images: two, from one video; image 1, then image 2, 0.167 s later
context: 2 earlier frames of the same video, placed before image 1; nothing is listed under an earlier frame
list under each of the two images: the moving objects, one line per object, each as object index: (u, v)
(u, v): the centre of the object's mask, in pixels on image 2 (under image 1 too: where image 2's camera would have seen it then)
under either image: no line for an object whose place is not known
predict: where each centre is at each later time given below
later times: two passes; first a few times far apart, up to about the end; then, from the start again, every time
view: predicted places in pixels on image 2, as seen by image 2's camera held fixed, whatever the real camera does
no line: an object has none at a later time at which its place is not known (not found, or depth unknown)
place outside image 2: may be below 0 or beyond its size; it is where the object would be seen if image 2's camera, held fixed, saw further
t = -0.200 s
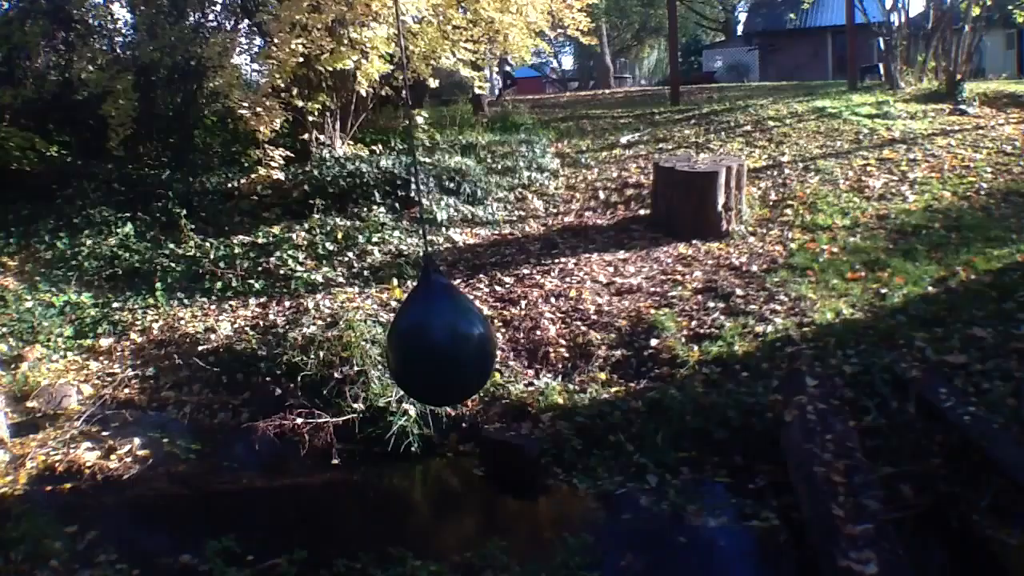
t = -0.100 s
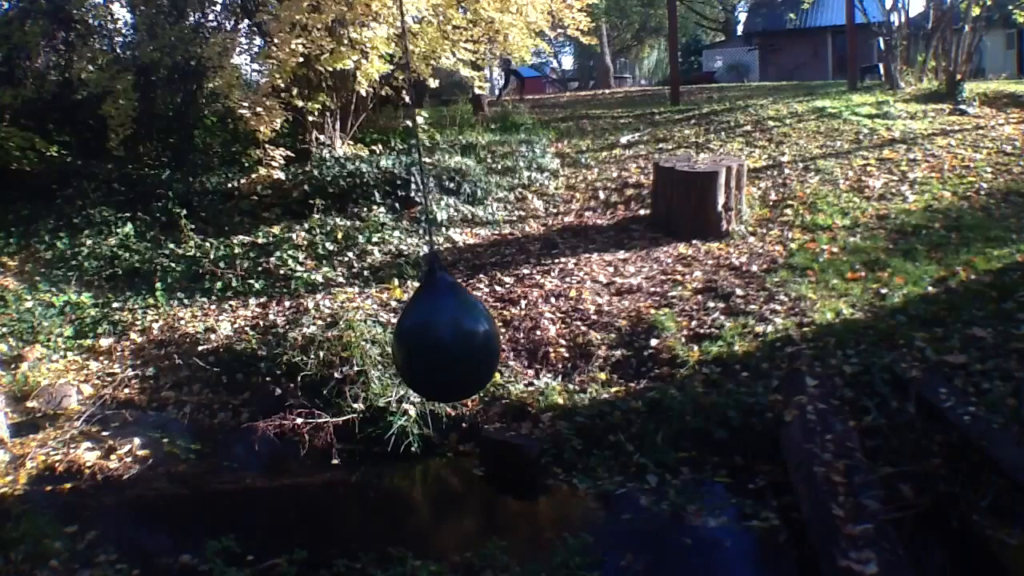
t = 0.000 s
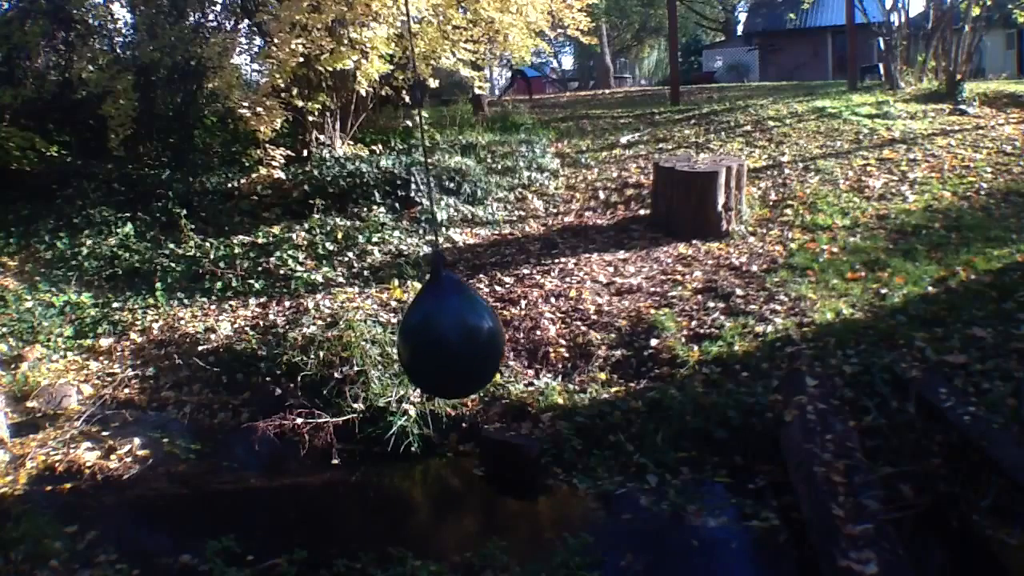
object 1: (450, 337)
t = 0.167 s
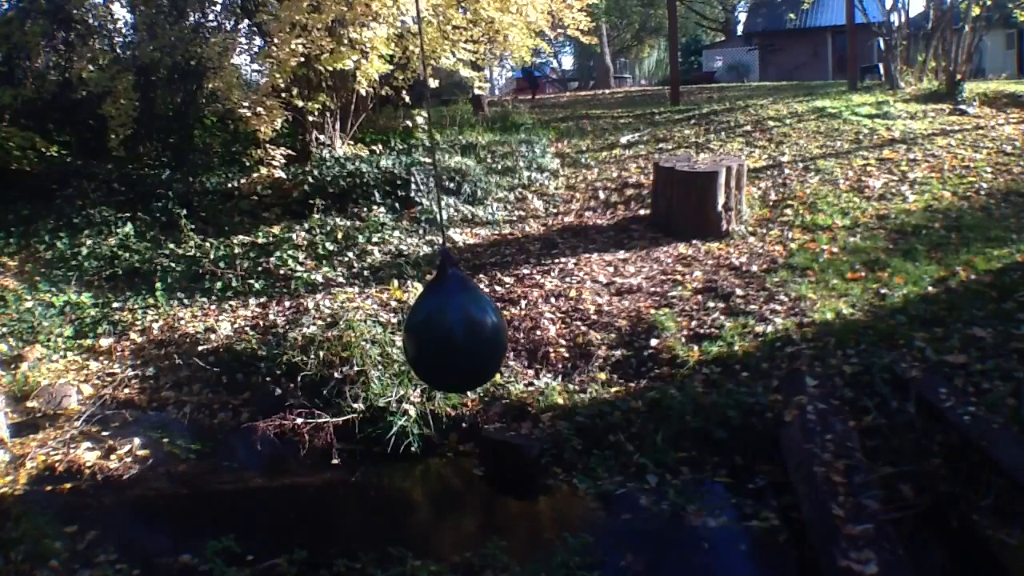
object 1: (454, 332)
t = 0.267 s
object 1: (456, 330)
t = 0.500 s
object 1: (457, 325)
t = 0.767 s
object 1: (455, 320)
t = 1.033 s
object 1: (447, 317)
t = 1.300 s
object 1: (433, 316)
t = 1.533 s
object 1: (417, 318)
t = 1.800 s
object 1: (399, 321)
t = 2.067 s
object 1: (380, 325)
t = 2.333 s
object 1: (360, 330)
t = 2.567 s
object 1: (343, 335)
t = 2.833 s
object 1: (327, 342)
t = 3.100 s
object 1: (319, 348)
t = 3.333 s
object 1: (315, 352)
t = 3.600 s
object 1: (315, 357)
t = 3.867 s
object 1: (324, 360)
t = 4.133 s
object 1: (342, 362)
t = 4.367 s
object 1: (360, 361)
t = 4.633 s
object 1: (381, 357)
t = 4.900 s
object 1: (403, 351)
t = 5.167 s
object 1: (424, 345)
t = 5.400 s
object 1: (438, 338)
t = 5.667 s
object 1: (447, 330)
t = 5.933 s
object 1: (450, 324)
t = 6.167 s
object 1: (449, 321)
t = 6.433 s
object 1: (444, 316)
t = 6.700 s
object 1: (433, 316)
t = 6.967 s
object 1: (416, 318)
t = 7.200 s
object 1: (401, 320)
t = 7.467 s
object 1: (382, 323)
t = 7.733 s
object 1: (364, 328)
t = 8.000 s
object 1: (344, 334)
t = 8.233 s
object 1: (331, 340)
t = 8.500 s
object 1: (321, 345)
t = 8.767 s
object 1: (316, 351)
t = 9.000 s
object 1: (315, 356)
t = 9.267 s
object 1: (321, 359)
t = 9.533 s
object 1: (336, 361)
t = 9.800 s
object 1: (355, 360)
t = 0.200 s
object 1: (455, 331)
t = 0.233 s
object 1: (455, 330)
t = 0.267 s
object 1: (456, 330)
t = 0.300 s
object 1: (456, 329)
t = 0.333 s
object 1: (457, 328)
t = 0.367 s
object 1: (457, 327)
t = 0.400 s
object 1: (457, 327)
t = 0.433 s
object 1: (457, 326)
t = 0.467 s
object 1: (457, 326)
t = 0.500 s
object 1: (457, 325)
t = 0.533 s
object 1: (457, 325)
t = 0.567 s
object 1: (457, 324)
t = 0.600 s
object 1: (457, 323)
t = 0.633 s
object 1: (457, 323)
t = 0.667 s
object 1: (457, 323)
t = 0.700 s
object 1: (456, 322)
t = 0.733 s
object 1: (456, 321)
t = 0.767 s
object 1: (455, 320)
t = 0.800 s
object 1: (455, 320)
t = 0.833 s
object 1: (454, 319)
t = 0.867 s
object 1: (453, 319)
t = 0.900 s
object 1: (452, 318)
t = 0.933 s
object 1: (451, 318)
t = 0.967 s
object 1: (450, 317)
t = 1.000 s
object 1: (449, 317)
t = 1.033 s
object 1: (447, 317)
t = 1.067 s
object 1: (446, 317)
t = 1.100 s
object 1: (444, 317)
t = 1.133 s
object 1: (443, 316)
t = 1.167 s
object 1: (441, 316)
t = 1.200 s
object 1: (439, 316)
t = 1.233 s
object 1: (437, 316)
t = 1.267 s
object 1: (435, 316)
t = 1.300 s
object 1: (433, 316)
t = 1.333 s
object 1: (430, 316)
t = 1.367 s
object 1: (428, 317)
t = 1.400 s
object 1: (426, 317)
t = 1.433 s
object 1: (424, 317)
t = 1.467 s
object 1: (421, 317)
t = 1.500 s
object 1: (419, 318)
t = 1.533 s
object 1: (417, 318)
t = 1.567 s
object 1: (414, 318)
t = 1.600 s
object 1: (412, 319)
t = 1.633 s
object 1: (410, 319)
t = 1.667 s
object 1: (408, 319)
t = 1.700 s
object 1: (405, 320)
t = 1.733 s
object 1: (403, 320)
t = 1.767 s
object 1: (401, 321)
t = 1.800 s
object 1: (399, 321)
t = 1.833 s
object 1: (396, 322)
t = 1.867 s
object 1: (394, 322)
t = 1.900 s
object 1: (392, 322)
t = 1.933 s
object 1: (390, 323)
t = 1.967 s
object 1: (387, 323)
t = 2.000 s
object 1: (385, 324)
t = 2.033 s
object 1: (382, 325)
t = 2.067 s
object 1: (380, 325)
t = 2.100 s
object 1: (378, 326)
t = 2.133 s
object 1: (375, 326)
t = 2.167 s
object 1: (373, 327)
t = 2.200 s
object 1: (370, 328)
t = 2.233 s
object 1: (368, 328)
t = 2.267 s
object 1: (365, 328)
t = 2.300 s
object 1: (362, 329)
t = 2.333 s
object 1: (360, 330)
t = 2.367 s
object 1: (357, 331)
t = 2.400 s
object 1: (355, 332)
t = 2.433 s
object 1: (352, 332)
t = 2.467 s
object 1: (350, 333)
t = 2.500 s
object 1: (347, 333)
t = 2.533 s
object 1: (345, 335)
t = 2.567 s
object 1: (343, 335)
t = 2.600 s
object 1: (340, 337)
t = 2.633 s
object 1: (338, 338)
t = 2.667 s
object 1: (336, 339)
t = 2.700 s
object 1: (334, 339)
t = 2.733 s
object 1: (332, 340)
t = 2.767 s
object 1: (331, 340)
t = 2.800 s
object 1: (329, 341)
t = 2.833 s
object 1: (327, 342)
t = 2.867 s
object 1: (326, 342)
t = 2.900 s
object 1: (325, 343)
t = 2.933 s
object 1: (324, 344)
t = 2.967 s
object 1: (322, 345)
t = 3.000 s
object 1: (321, 346)
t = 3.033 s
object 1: (320, 346)
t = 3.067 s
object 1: (320, 347)
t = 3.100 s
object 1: (319, 348)
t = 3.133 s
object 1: (318, 349)
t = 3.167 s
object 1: (317, 350)
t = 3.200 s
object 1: (317, 351)
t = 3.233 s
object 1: (317, 351)
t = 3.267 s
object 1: (316, 352)
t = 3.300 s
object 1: (316, 352)
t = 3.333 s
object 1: (315, 352)
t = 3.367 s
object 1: (315, 354)
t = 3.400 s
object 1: (315, 354)
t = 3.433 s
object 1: (315, 355)
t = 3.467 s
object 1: (315, 355)
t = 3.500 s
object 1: (315, 356)
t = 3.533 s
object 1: (315, 356)
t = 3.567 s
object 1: (315, 357)
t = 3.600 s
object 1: (315, 357)
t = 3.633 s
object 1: (316, 358)
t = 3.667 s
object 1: (316, 358)
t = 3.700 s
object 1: (317, 358)
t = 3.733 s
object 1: (318, 359)
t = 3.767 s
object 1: (319, 359)
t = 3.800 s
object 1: (321, 360)
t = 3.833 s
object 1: (322, 360)
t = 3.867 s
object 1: (324, 360)
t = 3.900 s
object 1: (325, 361)
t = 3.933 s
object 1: (327, 361)
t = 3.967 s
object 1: (329, 361)
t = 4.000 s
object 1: (331, 361)
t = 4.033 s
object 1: (335, 362)
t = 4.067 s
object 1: (337, 362)
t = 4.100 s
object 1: (339, 362)
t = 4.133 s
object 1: (342, 362)
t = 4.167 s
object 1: (344, 362)
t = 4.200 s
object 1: (347, 361)
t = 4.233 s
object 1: (349, 361)
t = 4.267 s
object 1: (352, 361)
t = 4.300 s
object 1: (355, 361)
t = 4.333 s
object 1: (357, 361)
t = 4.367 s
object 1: (360, 361)
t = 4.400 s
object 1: (362, 360)
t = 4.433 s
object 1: (366, 359)
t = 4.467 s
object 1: (368, 359)
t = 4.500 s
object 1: (370, 359)
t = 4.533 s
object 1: (373, 359)
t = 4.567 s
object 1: (376, 358)
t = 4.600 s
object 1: (379, 358)
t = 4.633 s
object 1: (381, 357)
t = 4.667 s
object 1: (384, 356)
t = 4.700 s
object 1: (387, 356)
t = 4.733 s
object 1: (389, 356)
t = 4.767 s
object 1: (392, 354)
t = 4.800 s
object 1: (395, 354)
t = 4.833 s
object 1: (397, 353)
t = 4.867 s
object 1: (400, 352)
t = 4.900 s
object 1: (403, 351)
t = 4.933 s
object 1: (406, 350)
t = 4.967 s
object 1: (408, 350)
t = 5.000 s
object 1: (411, 349)
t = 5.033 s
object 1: (414, 348)
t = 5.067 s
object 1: (416, 348)
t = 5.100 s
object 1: (419, 347)
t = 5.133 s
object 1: (421, 345)
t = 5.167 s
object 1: (424, 345)
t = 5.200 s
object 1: (426, 344)
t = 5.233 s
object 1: (428, 343)
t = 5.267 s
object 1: (431, 342)
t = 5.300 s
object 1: (432, 340)
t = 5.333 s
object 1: (434, 339)
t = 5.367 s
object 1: (436, 338)
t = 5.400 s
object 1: (438, 338)
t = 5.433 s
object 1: (440, 337)
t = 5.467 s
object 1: (441, 336)
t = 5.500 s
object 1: (442, 335)
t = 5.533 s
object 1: (444, 334)
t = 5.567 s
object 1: (445, 333)
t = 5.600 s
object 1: (446, 332)
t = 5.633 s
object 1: (446, 331)
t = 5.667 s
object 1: (447, 330)
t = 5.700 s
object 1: (448, 330)
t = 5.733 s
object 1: (448, 329)
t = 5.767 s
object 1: (449, 328)
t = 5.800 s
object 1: (449, 328)
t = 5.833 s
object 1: (449, 326)
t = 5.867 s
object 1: (450, 326)
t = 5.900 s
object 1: (450, 325)
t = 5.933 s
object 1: (450, 324)
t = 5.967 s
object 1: (450, 324)
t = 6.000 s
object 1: (450, 323)
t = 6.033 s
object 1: (450, 322)
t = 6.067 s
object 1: (450, 322)
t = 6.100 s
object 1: (450, 321)
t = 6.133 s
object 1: (450, 321)
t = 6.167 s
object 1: (449, 321)
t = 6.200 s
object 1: (449, 320)
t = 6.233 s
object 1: (449, 320)
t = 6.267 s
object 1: (448, 318)
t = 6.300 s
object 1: (447, 318)
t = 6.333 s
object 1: (447, 318)
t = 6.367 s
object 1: (446, 318)
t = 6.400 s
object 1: (445, 317)
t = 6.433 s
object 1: (444, 316)
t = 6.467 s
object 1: (443, 316)
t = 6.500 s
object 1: (442, 316)
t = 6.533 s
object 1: (440, 316)
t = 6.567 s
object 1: (439, 316)
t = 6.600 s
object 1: (438, 316)
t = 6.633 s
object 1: (436, 316)
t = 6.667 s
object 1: (434, 315)
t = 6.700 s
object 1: (433, 316)
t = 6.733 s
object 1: (431, 316)
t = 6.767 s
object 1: (429, 316)
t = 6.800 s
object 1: (427, 317)
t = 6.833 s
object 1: (425, 317)
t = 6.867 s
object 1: (423, 317)
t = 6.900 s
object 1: (421, 317)
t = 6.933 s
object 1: (418, 317)
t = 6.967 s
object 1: (416, 318)
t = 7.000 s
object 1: (414, 318)
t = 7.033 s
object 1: (412, 318)
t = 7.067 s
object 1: (409, 318)
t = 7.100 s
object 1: (407, 319)
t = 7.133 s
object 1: (405, 319)
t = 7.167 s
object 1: (403, 320)
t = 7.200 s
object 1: (401, 320)
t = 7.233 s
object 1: (398, 320)
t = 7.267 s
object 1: (396, 320)
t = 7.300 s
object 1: (394, 321)
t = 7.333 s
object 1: (391, 322)
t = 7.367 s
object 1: (389, 322)
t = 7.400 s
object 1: (387, 322)
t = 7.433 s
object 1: (385, 323)
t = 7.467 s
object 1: (382, 323)
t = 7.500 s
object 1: (380, 324)
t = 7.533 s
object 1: (378, 325)
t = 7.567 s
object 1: (376, 325)
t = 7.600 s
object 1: (373, 326)
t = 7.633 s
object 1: (371, 327)
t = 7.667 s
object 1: (369, 328)
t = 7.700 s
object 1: (366, 328)
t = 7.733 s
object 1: (364, 328)
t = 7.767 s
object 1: (362, 329)
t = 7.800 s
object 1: (359, 330)
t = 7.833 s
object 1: (356, 330)
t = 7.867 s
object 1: (354, 330)
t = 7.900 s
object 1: (352, 330)
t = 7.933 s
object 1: (349, 331)
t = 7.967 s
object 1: (347, 331)
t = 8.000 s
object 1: (344, 334)
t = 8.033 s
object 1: (343, 335)
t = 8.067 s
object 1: (340, 336)
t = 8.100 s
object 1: (338, 337)
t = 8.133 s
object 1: (336, 338)
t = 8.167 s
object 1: (334, 339)
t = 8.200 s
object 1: (333, 339)
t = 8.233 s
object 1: (331, 340)
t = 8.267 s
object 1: (330, 341)
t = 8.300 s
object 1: (328, 342)
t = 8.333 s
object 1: (326, 343)
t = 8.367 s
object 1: (325, 343)
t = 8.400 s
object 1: (324, 343)
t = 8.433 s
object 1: (323, 343)
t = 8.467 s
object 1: (322, 344)
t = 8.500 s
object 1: (321, 345)
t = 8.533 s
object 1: (320, 345)
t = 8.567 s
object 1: (319, 346)
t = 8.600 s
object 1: (318, 347)
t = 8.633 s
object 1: (317, 348)
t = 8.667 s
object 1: (317, 348)
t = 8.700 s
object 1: (316, 351)
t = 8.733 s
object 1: (316, 351)
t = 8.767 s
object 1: (316, 351)
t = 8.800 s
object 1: (315, 352)
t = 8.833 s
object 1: (315, 353)
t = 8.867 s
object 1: (315, 353)
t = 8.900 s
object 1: (315, 354)
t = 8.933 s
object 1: (315, 354)
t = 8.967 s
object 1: (315, 355)
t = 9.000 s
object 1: (315, 356)
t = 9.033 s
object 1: (316, 356)
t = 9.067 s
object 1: (316, 357)
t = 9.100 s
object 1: (316, 357)
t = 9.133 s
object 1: (317, 357)
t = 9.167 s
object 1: (318, 358)
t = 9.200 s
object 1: (319, 358)
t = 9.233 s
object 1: (320, 358)
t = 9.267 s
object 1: (321, 359)
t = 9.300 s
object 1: (322, 359)
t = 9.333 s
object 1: (324, 359)
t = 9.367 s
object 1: (325, 359)
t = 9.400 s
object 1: (327, 360)
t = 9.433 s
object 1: (328, 360)
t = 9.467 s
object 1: (330, 360)
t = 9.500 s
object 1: (333, 361)
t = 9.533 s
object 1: (336, 361)
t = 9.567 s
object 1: (338, 361)
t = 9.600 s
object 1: (340, 361)
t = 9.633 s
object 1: (342, 361)
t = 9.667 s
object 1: (345, 361)
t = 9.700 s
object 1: (347, 360)
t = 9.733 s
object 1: (350, 360)
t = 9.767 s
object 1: (352, 360)
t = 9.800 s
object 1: (355, 360)
